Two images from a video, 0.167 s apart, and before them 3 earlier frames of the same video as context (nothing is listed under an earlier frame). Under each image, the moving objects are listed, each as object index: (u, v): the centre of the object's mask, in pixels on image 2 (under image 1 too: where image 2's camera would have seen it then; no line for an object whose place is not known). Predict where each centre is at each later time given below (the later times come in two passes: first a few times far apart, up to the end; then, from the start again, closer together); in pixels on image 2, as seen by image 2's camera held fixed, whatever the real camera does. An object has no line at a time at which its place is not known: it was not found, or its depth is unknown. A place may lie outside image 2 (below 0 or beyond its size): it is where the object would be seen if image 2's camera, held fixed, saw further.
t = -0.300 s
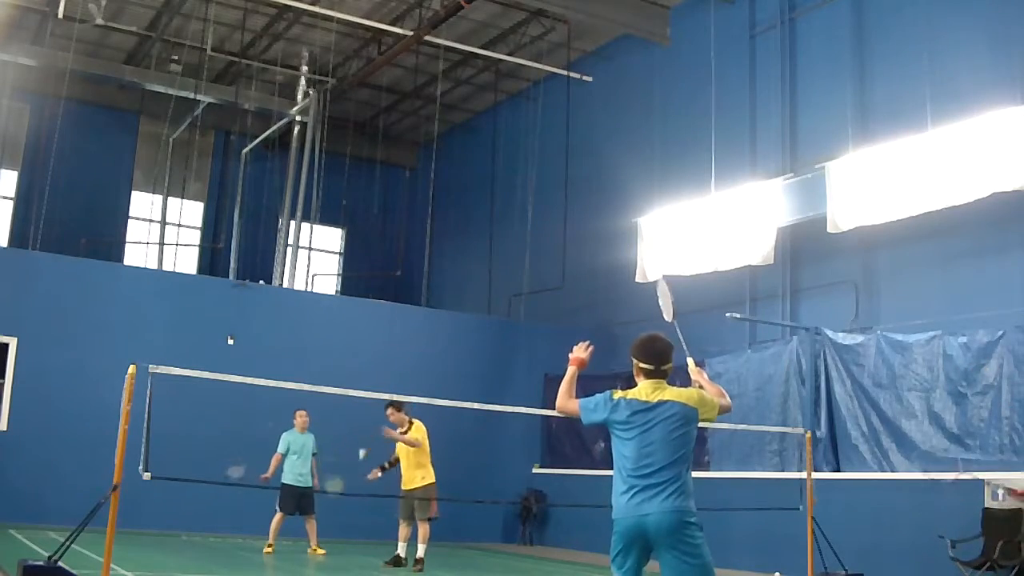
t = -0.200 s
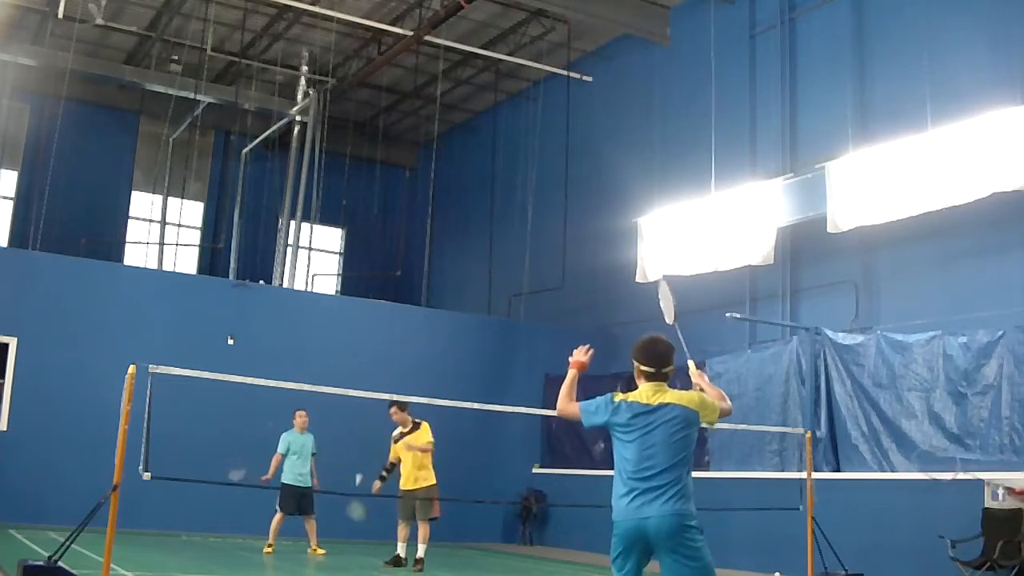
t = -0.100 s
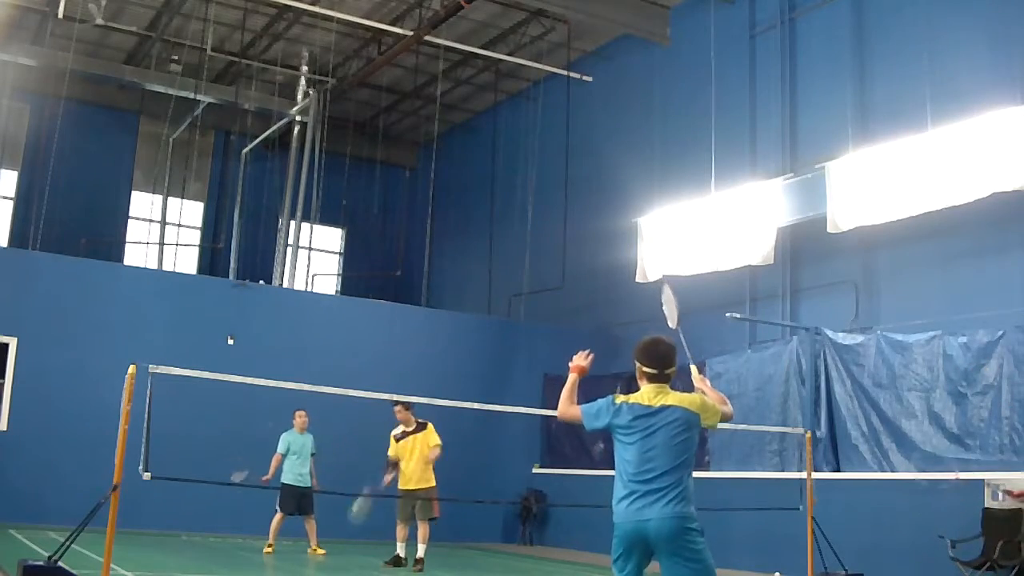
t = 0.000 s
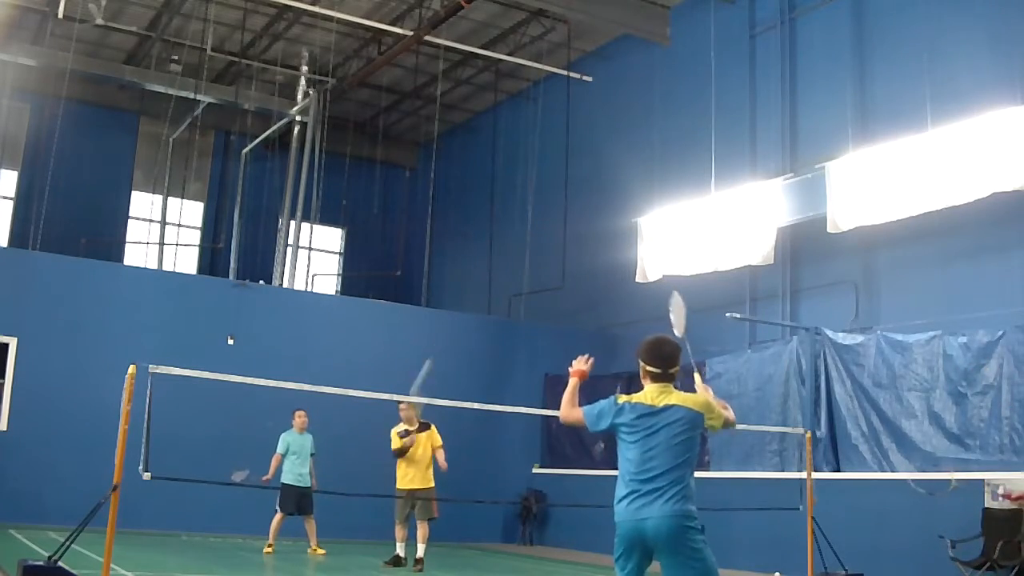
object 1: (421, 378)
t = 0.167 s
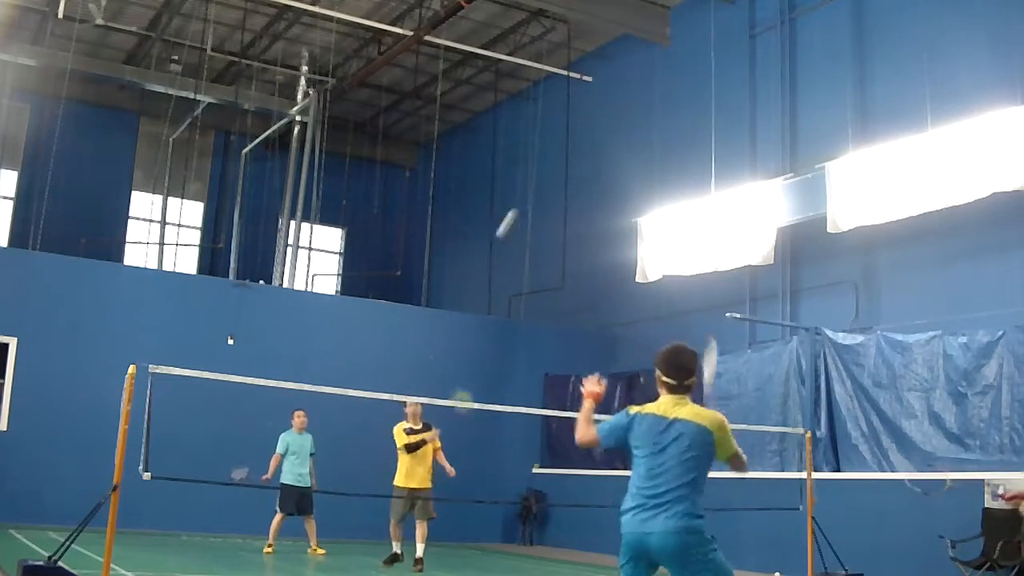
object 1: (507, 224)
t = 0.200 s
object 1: (523, 199)
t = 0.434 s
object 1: (620, 74)
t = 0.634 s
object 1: (698, 27)
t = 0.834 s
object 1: (778, 49)
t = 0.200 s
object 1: (523, 199)
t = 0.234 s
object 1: (536, 177)
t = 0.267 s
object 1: (551, 155)
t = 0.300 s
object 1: (566, 136)
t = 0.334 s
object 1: (579, 118)
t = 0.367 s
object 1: (593, 102)
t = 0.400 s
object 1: (607, 87)
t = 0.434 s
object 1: (620, 74)
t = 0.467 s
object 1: (634, 62)
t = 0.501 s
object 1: (647, 52)
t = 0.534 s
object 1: (660, 43)
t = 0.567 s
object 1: (673, 37)
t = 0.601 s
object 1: (685, 32)
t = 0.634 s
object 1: (698, 27)
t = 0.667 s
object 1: (711, 26)
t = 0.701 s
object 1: (724, 27)
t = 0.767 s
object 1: (751, 33)
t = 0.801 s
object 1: (764, 39)
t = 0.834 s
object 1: (778, 49)
